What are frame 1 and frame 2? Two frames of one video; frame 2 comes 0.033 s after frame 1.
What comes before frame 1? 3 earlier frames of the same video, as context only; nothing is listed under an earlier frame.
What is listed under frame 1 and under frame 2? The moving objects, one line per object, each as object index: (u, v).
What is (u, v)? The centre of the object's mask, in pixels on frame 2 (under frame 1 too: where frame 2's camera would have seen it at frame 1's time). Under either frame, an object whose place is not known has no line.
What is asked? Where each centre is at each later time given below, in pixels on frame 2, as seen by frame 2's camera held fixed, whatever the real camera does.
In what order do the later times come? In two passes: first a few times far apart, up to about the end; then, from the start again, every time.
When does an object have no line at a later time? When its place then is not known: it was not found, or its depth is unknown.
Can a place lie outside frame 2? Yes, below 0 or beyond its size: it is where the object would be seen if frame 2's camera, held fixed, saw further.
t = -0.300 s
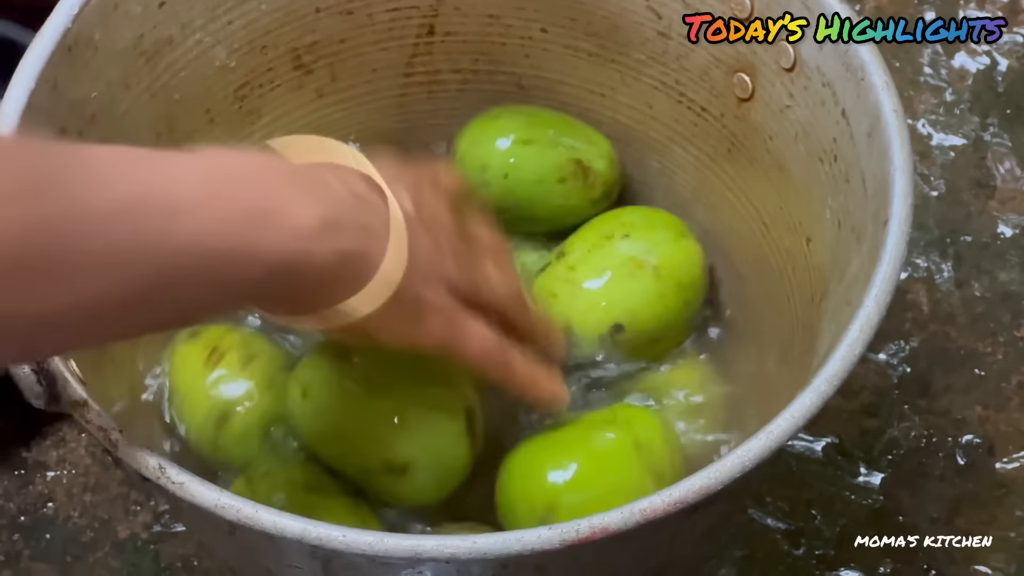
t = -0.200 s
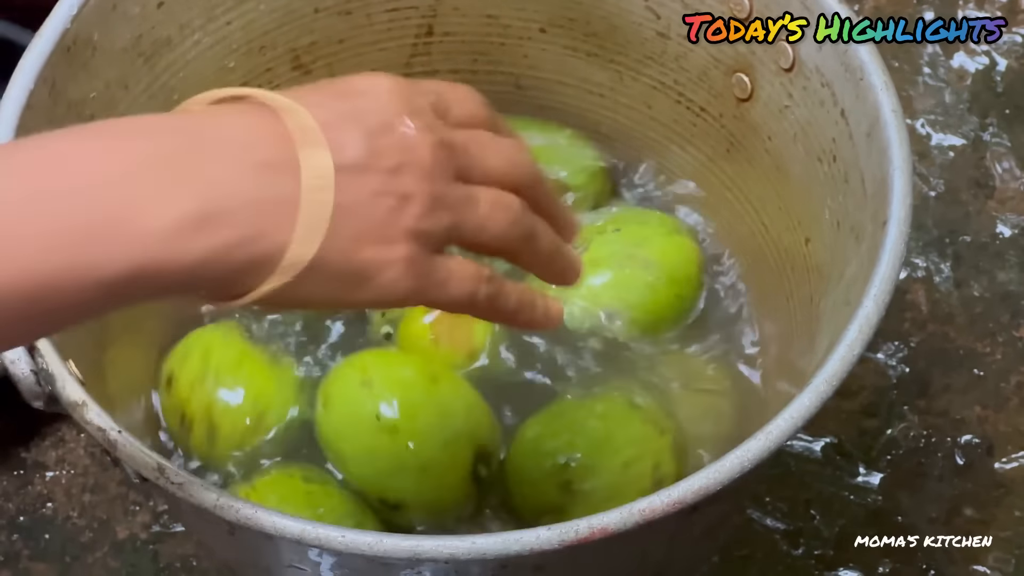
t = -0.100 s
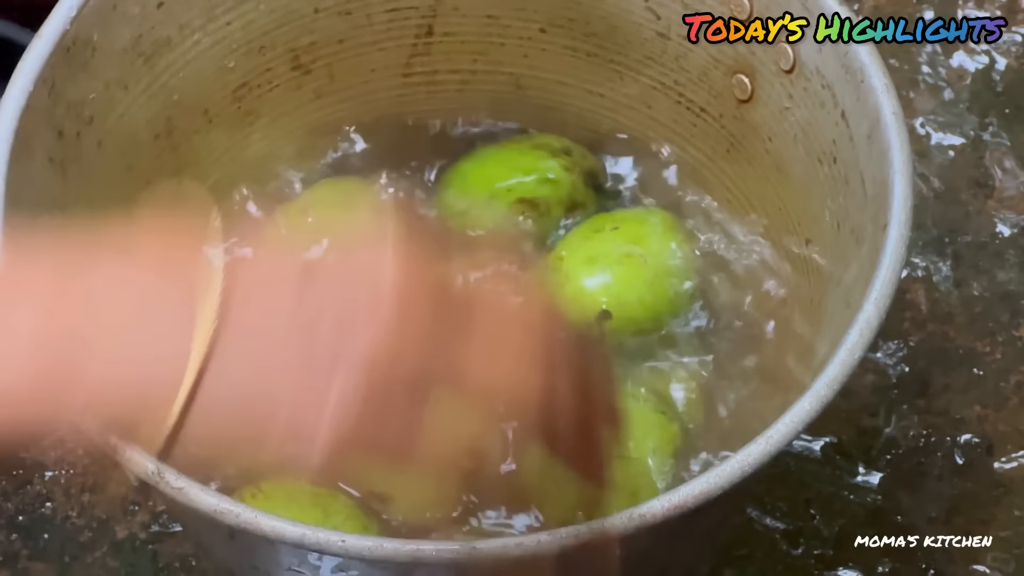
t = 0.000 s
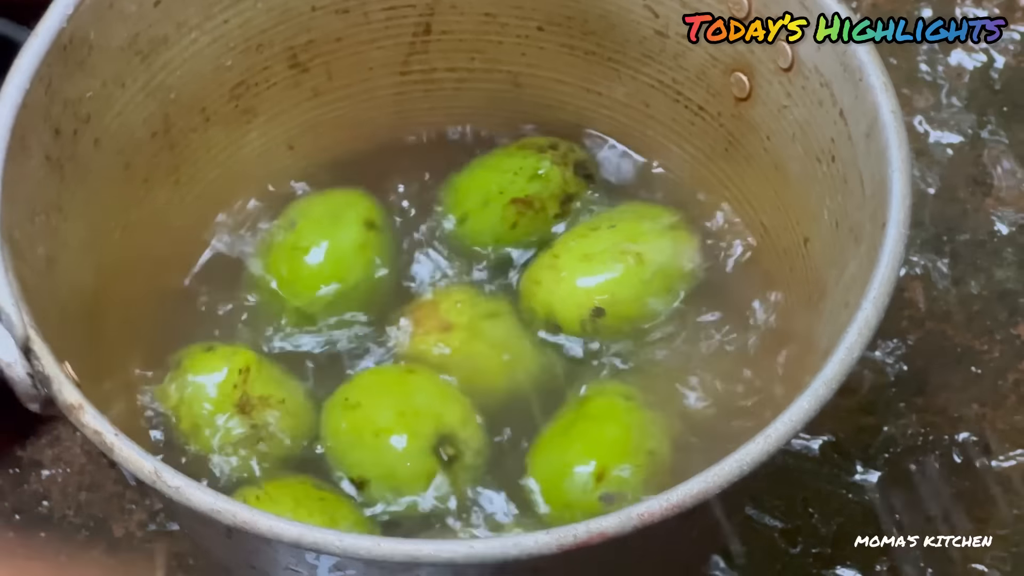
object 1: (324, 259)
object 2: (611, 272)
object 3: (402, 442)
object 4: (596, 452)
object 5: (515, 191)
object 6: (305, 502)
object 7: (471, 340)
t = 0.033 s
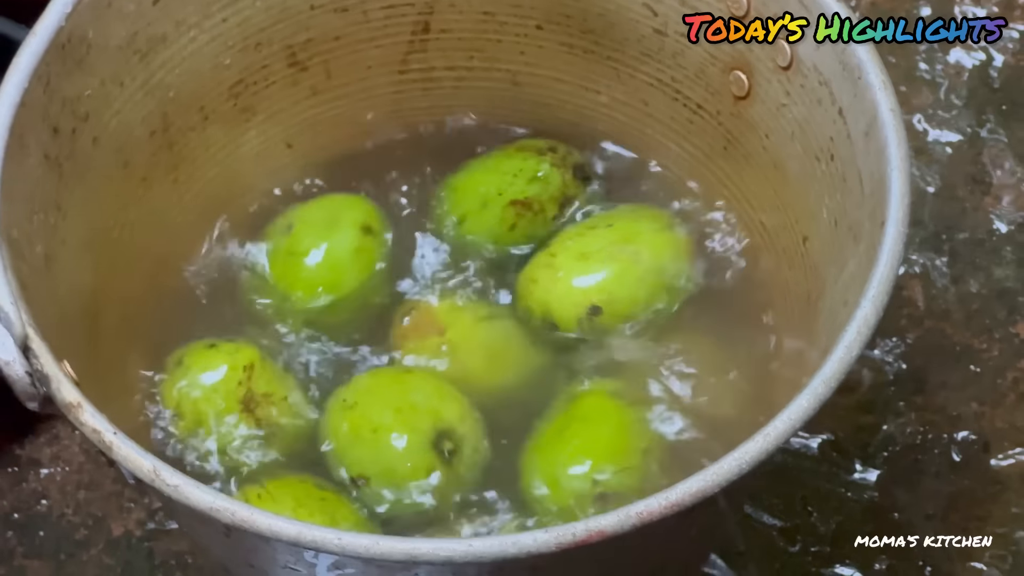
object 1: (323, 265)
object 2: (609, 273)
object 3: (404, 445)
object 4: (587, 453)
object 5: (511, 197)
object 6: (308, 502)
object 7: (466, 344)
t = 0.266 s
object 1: (326, 271)
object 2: (596, 272)
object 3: (407, 444)
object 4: (559, 431)
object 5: (488, 196)
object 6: (303, 496)
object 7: (452, 342)
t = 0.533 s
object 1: (330, 271)
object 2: (599, 271)
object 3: (418, 453)
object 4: (572, 425)
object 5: (489, 196)
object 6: (309, 501)
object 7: (452, 341)
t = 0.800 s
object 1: (320, 254)
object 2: (594, 276)
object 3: (414, 451)
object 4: (575, 421)
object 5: (487, 194)
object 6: (317, 503)
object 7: (446, 343)
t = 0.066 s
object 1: (325, 269)
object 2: (603, 271)
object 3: (405, 447)
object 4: (590, 447)
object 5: (507, 198)
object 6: (307, 502)
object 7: (460, 339)
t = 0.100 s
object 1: (326, 272)
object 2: (603, 269)
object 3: (405, 446)
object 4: (582, 448)
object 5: (503, 199)
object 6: (307, 501)
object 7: (448, 336)
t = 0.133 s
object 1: (331, 272)
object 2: (601, 274)
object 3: (404, 445)
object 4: (573, 446)
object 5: (500, 199)
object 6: (307, 500)
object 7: (461, 338)
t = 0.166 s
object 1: (328, 274)
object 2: (599, 271)
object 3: (405, 444)
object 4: (567, 440)
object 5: (497, 199)
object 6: (307, 499)
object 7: (458, 335)
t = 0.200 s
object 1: (323, 274)
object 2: (595, 271)
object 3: (405, 446)
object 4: (563, 440)
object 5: (493, 200)
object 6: (302, 500)
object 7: (450, 341)
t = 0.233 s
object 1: (319, 269)
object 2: (597, 271)
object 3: (403, 443)
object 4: (561, 433)
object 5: (492, 199)
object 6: (302, 499)
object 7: (461, 341)
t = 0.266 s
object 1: (326, 271)
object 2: (596, 272)
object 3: (407, 444)
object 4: (559, 431)
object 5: (488, 196)
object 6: (303, 496)
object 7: (452, 342)
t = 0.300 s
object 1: (327, 275)
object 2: (599, 277)
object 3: (408, 444)
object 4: (558, 428)
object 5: (482, 198)
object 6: (304, 496)
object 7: (450, 342)
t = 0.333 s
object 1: (326, 271)
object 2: (599, 276)
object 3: (408, 445)
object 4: (562, 423)
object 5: (483, 196)
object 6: (304, 497)
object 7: (446, 339)
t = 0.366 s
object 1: (325, 271)
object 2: (592, 268)
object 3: (410, 450)
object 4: (560, 425)
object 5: (484, 195)
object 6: (303, 497)
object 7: (448, 343)
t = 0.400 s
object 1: (325, 270)
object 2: (594, 270)
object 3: (411, 451)
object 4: (562, 426)
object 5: (485, 194)
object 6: (302, 496)
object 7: (451, 341)
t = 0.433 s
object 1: (327, 271)
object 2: (596, 270)
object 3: (412, 452)
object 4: (566, 429)
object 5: (483, 199)
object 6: (302, 497)
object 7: (451, 343)
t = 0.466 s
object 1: (329, 273)
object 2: (600, 272)
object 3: (414, 453)
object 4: (563, 425)
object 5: (483, 200)
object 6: (308, 501)
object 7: (450, 342)
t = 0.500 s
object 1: (328, 274)
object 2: (603, 274)
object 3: (416, 454)
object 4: (568, 425)
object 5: (489, 196)
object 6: (310, 502)
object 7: (452, 341)
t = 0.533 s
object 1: (330, 271)
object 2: (599, 271)
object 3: (418, 453)
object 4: (572, 425)
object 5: (489, 196)
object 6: (309, 501)
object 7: (452, 341)
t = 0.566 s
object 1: (329, 267)
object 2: (598, 273)
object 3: (417, 452)
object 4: (572, 422)
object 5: (489, 197)
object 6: (311, 502)
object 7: (442, 335)
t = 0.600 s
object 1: (329, 266)
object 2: (599, 275)
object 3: (417, 452)
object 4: (573, 420)
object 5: (488, 199)
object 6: (317, 504)
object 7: (444, 337)
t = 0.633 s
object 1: (329, 265)
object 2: (598, 272)
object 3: (416, 453)
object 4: (574, 420)
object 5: (487, 198)
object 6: (314, 503)
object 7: (450, 342)
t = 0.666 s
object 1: (330, 261)
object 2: (599, 274)
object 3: (413, 452)
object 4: (572, 420)
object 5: (487, 197)
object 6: (315, 502)
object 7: (447, 342)
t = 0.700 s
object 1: (325, 263)
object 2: (598, 273)
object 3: (414, 452)
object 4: (574, 419)
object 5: (486, 195)
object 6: (316, 503)
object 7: (444, 338)
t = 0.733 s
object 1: (320, 261)
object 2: (596, 272)
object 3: (412, 451)
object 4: (576, 420)
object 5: (486, 195)
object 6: (317, 504)
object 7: (443, 337)
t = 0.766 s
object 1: (322, 258)
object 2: (595, 276)
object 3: (412, 450)
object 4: (576, 421)
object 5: (487, 195)
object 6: (318, 503)
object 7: (440, 339)
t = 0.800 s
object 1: (320, 254)
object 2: (594, 276)
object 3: (414, 451)
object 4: (575, 421)
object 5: (487, 194)
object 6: (317, 503)
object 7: (446, 343)
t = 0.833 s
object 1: (322, 258)
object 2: (592, 275)
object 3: (413, 452)
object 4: (577, 420)
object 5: (487, 193)
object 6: (317, 502)
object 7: (445, 344)
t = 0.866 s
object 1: (324, 258)
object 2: (592, 274)
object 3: (413, 450)
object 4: (577, 421)
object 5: (490, 190)
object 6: (319, 501)
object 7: (445, 339)
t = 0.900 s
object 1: (325, 259)
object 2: (591, 274)
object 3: (414, 451)
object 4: (578, 421)
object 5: (489, 191)
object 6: (318, 501)
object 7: (446, 339)
